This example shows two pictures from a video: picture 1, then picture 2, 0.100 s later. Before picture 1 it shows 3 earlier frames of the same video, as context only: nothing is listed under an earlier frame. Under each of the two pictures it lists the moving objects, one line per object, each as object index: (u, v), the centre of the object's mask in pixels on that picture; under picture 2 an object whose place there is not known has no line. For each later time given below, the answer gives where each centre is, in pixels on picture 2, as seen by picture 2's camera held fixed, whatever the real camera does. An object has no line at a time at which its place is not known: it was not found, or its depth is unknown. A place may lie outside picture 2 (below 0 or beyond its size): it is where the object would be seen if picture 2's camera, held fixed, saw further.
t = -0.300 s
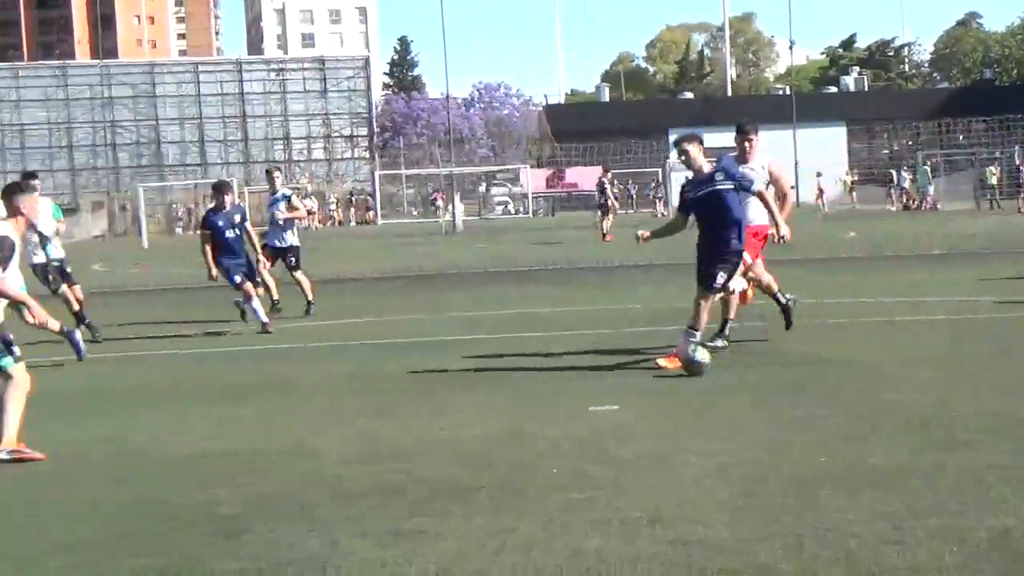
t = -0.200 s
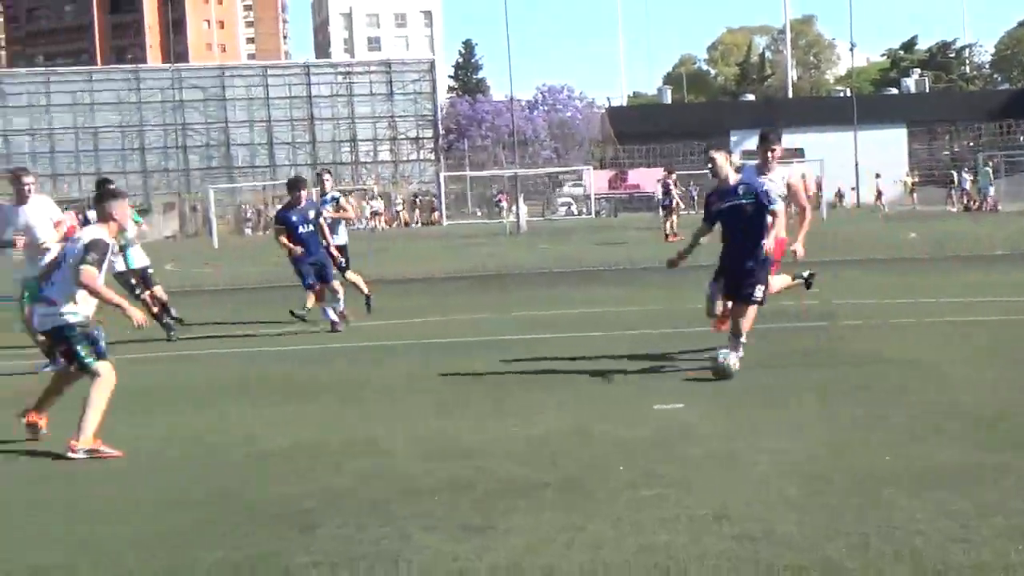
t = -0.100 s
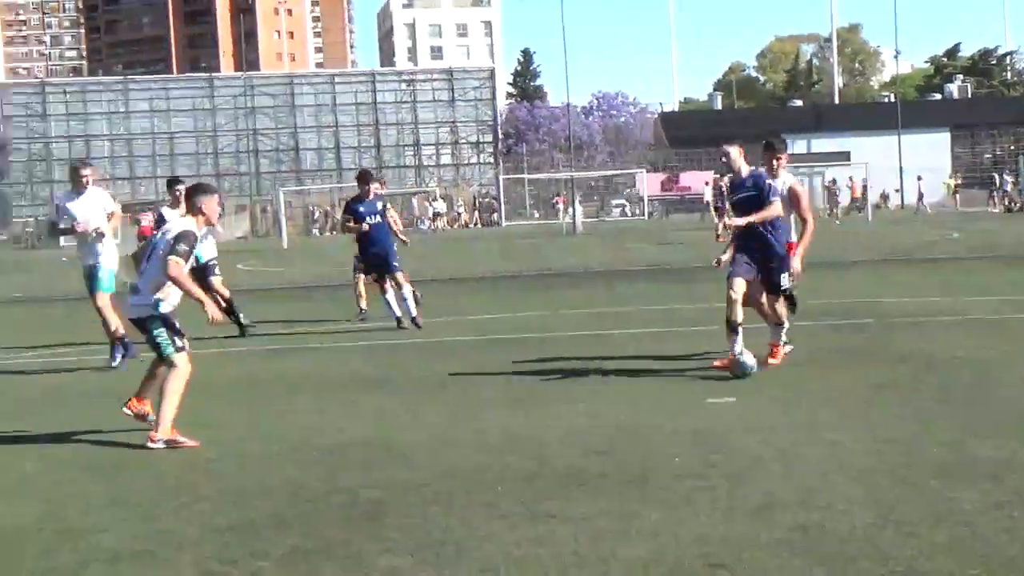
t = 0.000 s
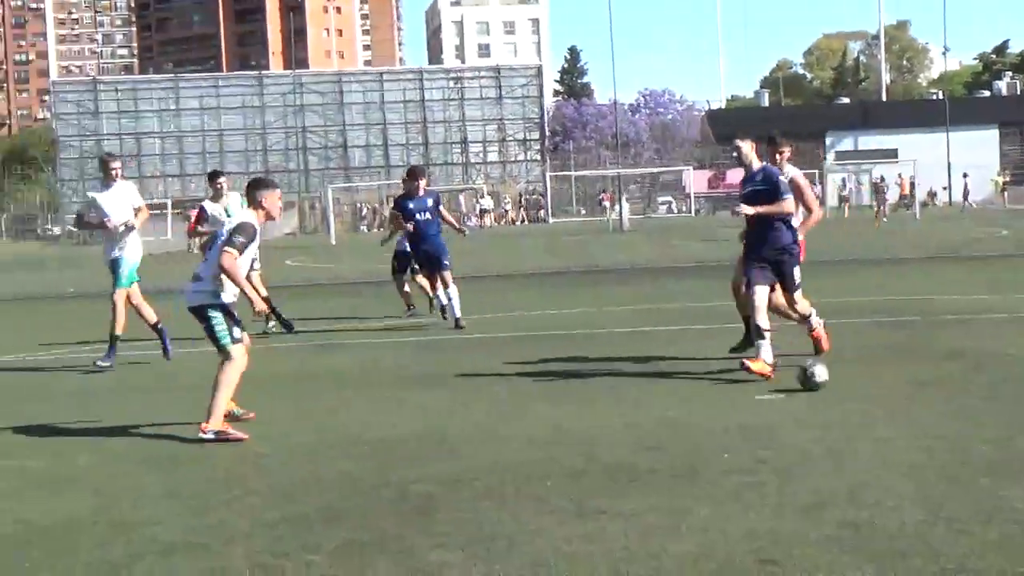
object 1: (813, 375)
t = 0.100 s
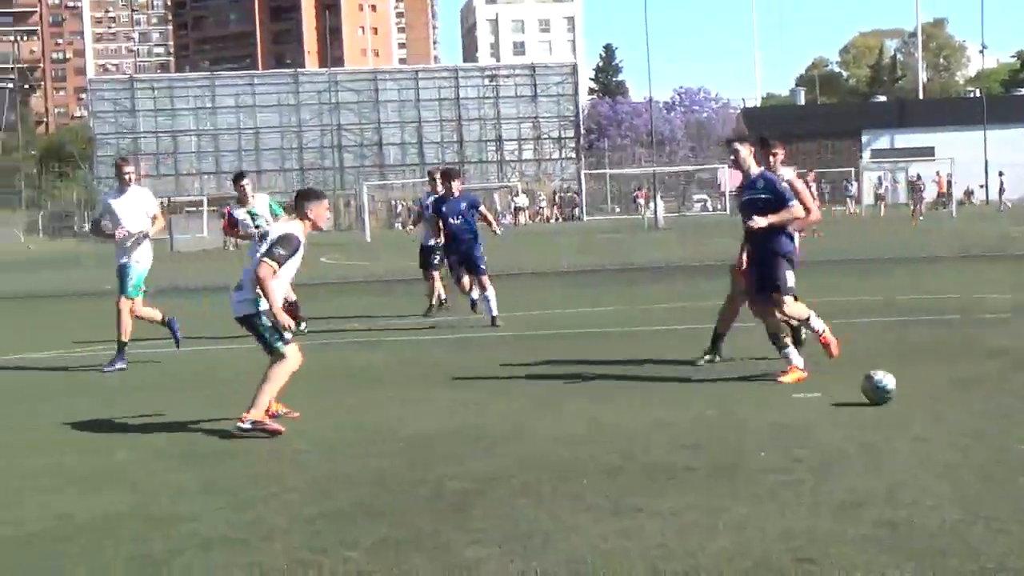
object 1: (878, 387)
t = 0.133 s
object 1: (890, 393)
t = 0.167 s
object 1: (901, 397)
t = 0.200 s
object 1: (912, 402)
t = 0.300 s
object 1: (946, 419)
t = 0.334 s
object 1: (958, 425)
